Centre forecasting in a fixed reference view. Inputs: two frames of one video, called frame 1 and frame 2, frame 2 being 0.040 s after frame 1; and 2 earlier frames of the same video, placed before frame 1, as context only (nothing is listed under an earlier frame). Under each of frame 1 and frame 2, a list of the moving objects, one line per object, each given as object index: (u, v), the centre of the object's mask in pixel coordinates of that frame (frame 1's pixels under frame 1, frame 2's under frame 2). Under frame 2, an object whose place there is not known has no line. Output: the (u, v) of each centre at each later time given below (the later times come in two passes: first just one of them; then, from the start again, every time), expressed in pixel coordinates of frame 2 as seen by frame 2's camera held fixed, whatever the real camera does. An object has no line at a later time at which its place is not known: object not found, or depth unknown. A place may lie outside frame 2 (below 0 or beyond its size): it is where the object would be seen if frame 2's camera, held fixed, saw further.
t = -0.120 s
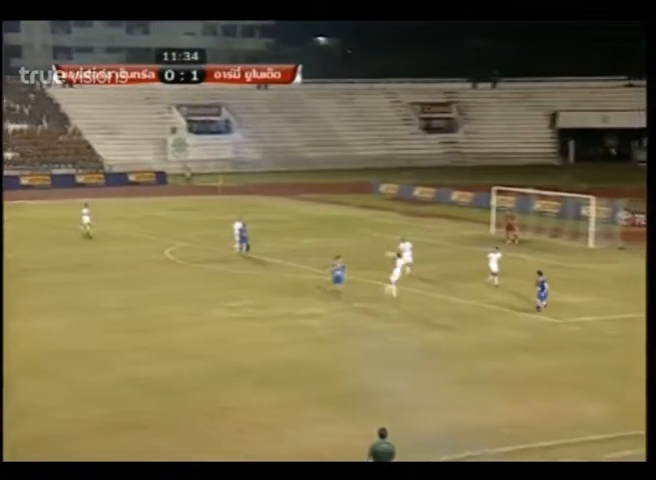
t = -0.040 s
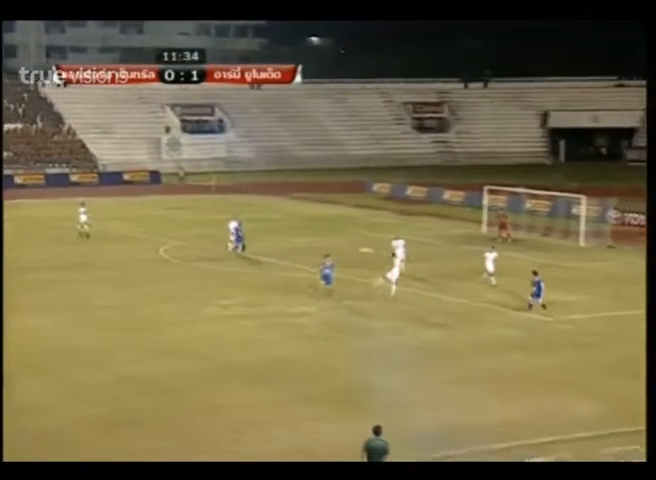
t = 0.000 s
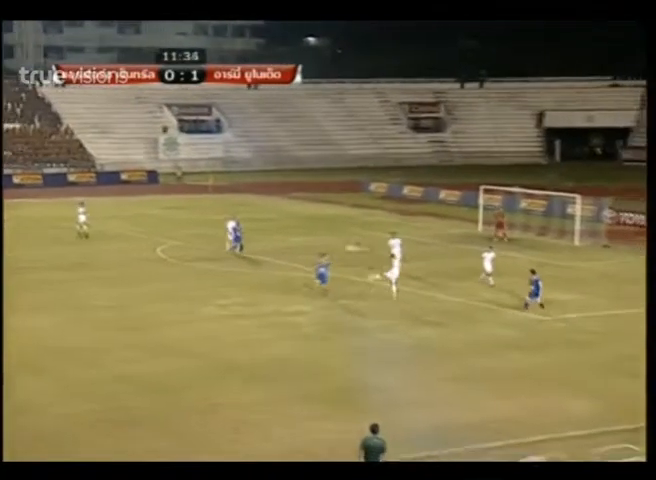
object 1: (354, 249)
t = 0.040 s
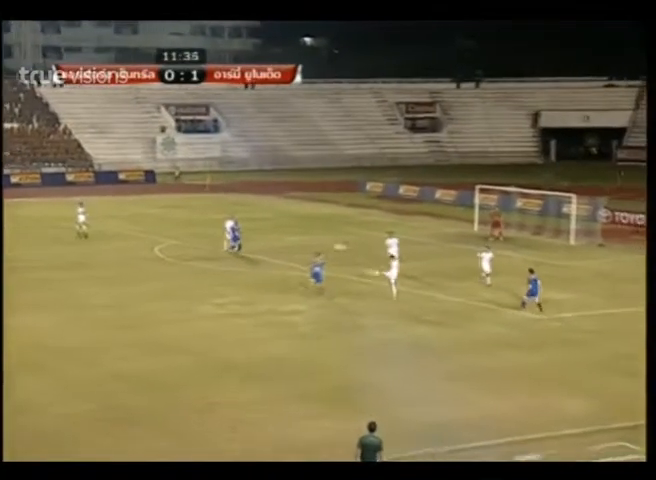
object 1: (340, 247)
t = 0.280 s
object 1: (286, 255)
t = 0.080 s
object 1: (330, 247)
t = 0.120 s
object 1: (320, 249)
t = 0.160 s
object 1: (311, 249)
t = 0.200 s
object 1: (302, 250)
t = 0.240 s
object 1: (294, 252)
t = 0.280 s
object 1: (286, 255)
